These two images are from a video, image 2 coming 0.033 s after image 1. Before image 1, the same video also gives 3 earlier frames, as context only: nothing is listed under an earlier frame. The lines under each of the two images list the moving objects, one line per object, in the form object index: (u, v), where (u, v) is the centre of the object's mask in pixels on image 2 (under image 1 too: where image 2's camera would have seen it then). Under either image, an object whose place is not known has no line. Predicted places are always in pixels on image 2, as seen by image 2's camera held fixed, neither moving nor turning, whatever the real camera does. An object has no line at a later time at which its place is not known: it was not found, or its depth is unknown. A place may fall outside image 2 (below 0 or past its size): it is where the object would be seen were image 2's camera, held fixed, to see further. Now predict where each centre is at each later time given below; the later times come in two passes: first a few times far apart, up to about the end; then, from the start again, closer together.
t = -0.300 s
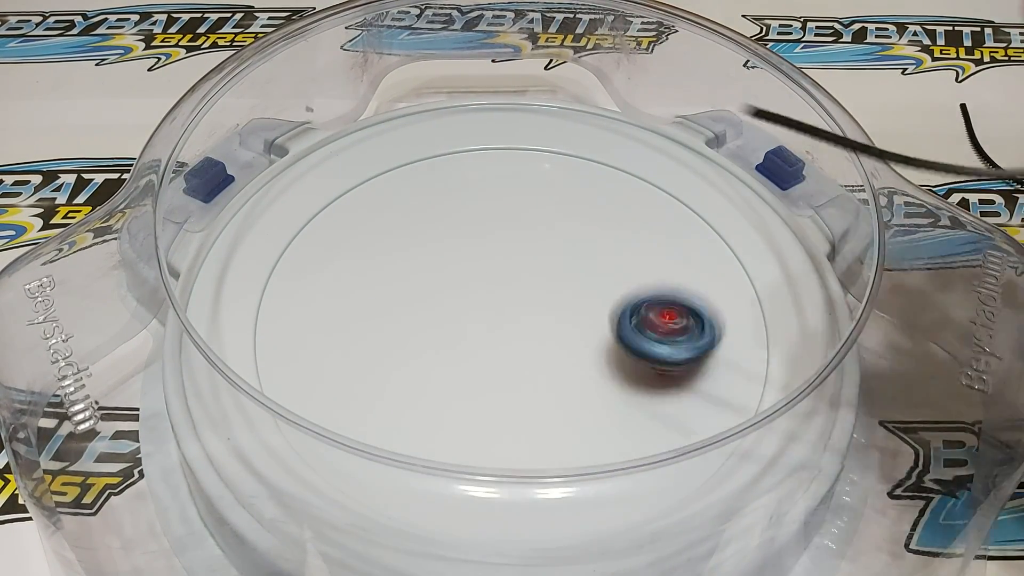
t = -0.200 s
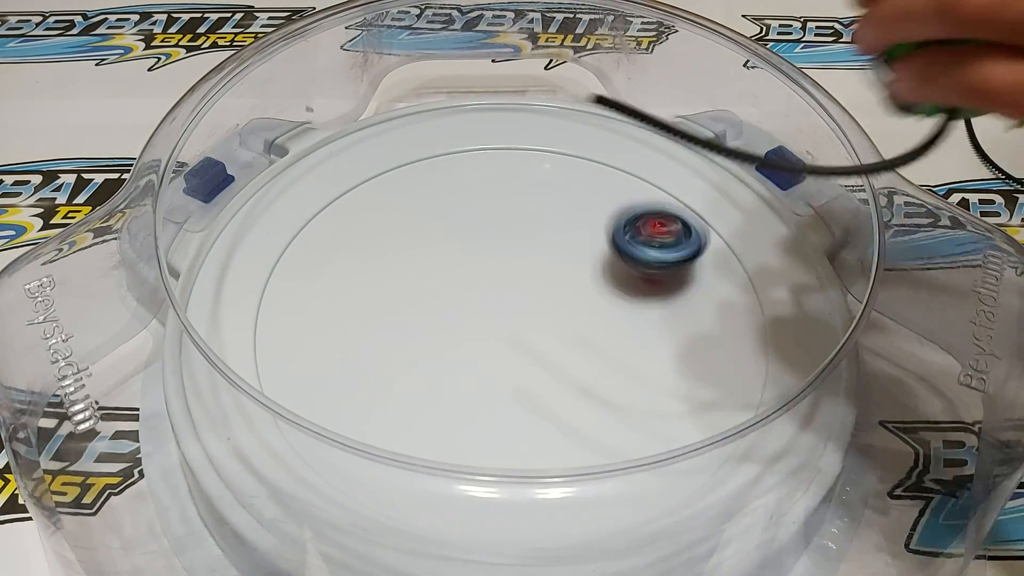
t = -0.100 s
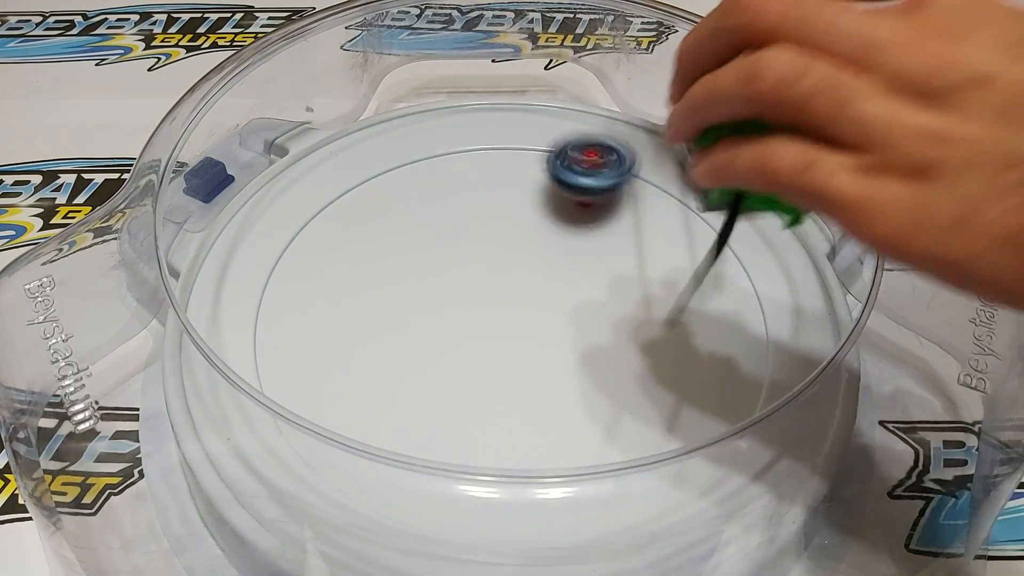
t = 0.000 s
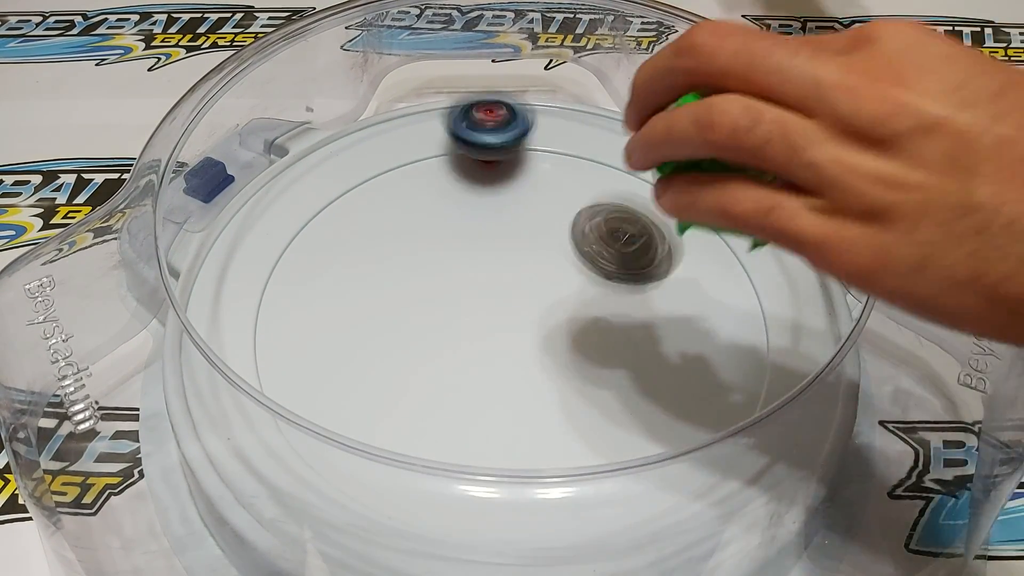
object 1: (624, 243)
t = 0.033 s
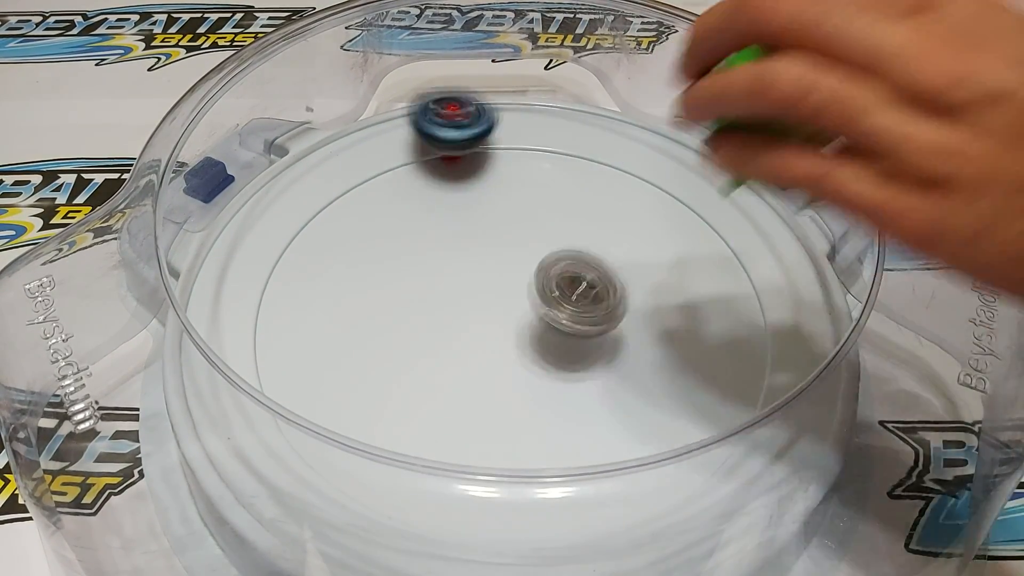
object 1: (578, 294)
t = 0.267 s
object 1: (377, 220)
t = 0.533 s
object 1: (404, 307)
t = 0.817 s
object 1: (696, 326)
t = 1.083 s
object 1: (658, 243)
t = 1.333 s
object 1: (466, 224)
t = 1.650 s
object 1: (501, 376)
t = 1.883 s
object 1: (675, 376)
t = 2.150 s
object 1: (649, 231)
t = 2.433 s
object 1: (395, 223)
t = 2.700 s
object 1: (363, 436)
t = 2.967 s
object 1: (690, 451)
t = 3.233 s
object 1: (662, 191)
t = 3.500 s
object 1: (353, 163)
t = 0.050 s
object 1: (560, 318)
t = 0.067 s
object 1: (546, 289)
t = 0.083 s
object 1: (532, 268)
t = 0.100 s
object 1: (515, 244)
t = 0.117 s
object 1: (501, 228)
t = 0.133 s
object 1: (484, 215)
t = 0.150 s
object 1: (467, 205)
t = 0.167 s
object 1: (452, 201)
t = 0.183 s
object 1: (435, 201)
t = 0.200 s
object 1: (420, 205)
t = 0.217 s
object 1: (406, 214)
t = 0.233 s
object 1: (393, 229)
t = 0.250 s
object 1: (384, 231)
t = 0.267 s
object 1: (377, 220)
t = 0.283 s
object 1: (370, 213)
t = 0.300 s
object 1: (364, 212)
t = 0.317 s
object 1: (359, 214)
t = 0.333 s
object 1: (354, 220)
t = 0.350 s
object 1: (350, 227)
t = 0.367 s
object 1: (348, 227)
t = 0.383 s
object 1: (347, 231)
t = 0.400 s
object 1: (347, 236)
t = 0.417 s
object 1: (348, 243)
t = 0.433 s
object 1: (351, 251)
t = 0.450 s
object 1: (354, 258)
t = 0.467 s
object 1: (361, 268)
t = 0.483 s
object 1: (368, 278)
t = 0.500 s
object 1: (377, 286)
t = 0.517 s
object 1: (390, 298)
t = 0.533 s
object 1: (404, 307)
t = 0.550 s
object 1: (418, 314)
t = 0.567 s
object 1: (436, 324)
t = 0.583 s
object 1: (454, 330)
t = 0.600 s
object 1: (471, 336)
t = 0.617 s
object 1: (492, 341)
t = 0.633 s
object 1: (511, 345)
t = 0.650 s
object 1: (530, 348)
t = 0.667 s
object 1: (551, 349)
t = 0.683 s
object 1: (569, 350)
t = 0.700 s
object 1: (589, 349)
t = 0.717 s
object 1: (607, 347)
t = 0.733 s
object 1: (624, 344)
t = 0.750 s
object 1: (642, 343)
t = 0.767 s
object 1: (657, 339)
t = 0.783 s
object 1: (672, 336)
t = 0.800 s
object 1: (685, 331)
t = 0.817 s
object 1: (696, 326)
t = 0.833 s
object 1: (706, 318)
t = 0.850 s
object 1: (713, 315)
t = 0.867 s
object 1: (720, 307)
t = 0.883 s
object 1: (724, 300)
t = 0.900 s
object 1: (727, 296)
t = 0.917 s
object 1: (728, 289)
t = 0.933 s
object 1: (728, 282)
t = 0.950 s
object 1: (725, 279)
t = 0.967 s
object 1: (721, 273)
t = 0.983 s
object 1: (716, 268)
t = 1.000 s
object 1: (709, 263)
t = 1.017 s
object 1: (701, 259)
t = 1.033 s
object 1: (692, 253)
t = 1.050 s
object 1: (682, 251)
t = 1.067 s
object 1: (668, 245)
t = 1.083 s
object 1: (658, 243)
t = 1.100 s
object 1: (643, 239)
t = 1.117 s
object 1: (630, 237)
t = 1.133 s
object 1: (616, 233)
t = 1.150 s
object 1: (601, 231)
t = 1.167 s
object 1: (587, 229)
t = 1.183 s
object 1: (572, 226)
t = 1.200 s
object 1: (558, 224)
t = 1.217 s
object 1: (542, 221)
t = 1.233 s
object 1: (529, 220)
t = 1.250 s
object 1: (516, 219)
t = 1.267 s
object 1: (504, 218)
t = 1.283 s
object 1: (492, 218)
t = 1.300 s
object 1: (481, 219)
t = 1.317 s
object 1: (472, 221)
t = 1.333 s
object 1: (466, 224)
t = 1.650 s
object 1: (501, 376)
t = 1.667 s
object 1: (514, 382)
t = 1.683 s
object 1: (527, 388)
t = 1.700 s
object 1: (541, 391)
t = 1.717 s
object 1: (555, 398)
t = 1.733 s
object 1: (568, 399)
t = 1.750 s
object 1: (582, 401)
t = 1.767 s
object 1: (596, 402)
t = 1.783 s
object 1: (609, 402)
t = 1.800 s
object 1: (622, 401)
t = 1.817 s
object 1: (635, 397)
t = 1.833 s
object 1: (646, 394)
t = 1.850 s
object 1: (657, 389)
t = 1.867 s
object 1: (666, 384)
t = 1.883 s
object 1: (675, 376)
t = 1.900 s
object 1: (682, 372)
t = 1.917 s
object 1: (688, 363)
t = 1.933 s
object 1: (691, 355)
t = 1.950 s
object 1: (695, 346)
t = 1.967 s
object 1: (696, 338)
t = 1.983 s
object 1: (698, 327)
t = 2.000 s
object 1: (696, 319)
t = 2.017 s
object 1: (695, 307)
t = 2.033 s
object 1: (692, 299)
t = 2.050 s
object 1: (689, 288)
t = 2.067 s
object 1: (684, 277)
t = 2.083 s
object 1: (679, 269)
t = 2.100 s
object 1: (673, 259)
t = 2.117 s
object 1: (666, 250)
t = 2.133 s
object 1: (659, 239)
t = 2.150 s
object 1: (649, 231)
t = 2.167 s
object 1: (639, 221)
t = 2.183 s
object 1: (626, 213)
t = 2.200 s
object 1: (614, 206)
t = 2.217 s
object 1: (598, 200)
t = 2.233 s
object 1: (585, 195)
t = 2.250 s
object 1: (568, 191)
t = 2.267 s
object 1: (552, 189)
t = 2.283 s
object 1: (535, 187)
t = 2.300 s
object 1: (518, 187)
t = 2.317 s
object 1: (501, 188)
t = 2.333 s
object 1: (483, 190)
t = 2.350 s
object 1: (468, 192)
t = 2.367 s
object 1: (451, 197)
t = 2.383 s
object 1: (437, 202)
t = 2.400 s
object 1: (423, 208)
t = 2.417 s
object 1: (408, 215)
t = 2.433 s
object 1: (395, 223)
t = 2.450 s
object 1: (382, 233)
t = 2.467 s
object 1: (371, 242)
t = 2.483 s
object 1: (360, 254)
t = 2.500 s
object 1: (350, 263)
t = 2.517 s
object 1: (342, 278)
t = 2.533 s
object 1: (334, 289)
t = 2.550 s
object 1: (330, 304)
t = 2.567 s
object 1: (325, 318)
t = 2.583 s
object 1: (323, 333)
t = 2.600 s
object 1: (322, 348)
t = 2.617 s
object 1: (322, 360)
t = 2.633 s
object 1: (329, 378)
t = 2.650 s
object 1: (335, 387)
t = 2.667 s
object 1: (347, 398)
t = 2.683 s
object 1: (351, 421)
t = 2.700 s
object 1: (363, 436)
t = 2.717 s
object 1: (377, 449)
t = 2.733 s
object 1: (389, 466)
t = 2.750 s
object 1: (410, 478)
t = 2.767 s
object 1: (426, 488)
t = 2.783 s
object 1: (450, 493)
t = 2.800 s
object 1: (472, 500)
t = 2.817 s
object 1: (493, 504)
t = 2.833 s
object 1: (519, 507)
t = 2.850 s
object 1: (543, 510)
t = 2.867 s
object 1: (566, 507)
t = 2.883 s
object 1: (591, 506)
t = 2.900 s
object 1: (614, 500)
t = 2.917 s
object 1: (635, 492)
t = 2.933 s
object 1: (654, 482)
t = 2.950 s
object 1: (672, 464)
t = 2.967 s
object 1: (690, 451)
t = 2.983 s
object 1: (704, 437)
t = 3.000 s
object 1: (717, 424)
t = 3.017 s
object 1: (728, 407)
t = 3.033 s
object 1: (737, 382)
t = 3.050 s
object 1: (744, 369)
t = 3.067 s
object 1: (747, 352)
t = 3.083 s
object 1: (750, 332)
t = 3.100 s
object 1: (748, 314)
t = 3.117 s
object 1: (742, 298)
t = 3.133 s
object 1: (737, 277)
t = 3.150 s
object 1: (728, 262)
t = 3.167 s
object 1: (718, 245)
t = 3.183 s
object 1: (706, 229)
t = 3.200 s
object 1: (691, 216)
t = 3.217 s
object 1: (678, 204)
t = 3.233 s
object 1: (662, 191)
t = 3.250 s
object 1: (643, 181)
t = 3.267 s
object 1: (627, 172)
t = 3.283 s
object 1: (608, 164)
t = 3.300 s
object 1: (588, 154)
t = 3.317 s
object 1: (570, 146)
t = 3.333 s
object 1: (550, 140)
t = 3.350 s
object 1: (528, 136)
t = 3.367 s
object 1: (509, 132)
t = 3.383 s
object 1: (489, 129)
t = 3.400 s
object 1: (466, 127)
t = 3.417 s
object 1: (447, 127)
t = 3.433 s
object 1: (427, 129)
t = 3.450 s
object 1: (407, 135)
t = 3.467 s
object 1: (390, 142)
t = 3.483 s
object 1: (373, 151)
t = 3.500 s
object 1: (353, 163)
